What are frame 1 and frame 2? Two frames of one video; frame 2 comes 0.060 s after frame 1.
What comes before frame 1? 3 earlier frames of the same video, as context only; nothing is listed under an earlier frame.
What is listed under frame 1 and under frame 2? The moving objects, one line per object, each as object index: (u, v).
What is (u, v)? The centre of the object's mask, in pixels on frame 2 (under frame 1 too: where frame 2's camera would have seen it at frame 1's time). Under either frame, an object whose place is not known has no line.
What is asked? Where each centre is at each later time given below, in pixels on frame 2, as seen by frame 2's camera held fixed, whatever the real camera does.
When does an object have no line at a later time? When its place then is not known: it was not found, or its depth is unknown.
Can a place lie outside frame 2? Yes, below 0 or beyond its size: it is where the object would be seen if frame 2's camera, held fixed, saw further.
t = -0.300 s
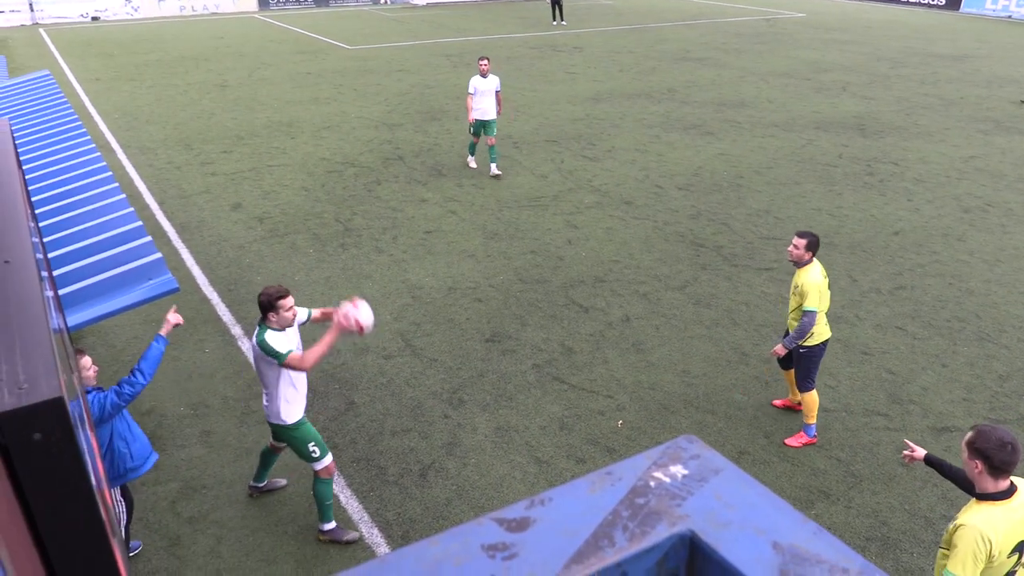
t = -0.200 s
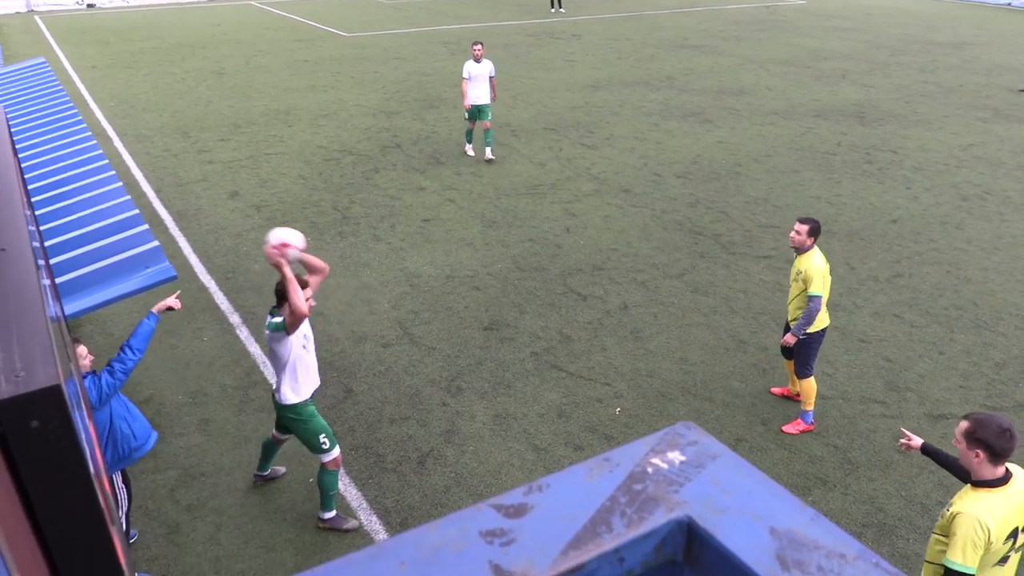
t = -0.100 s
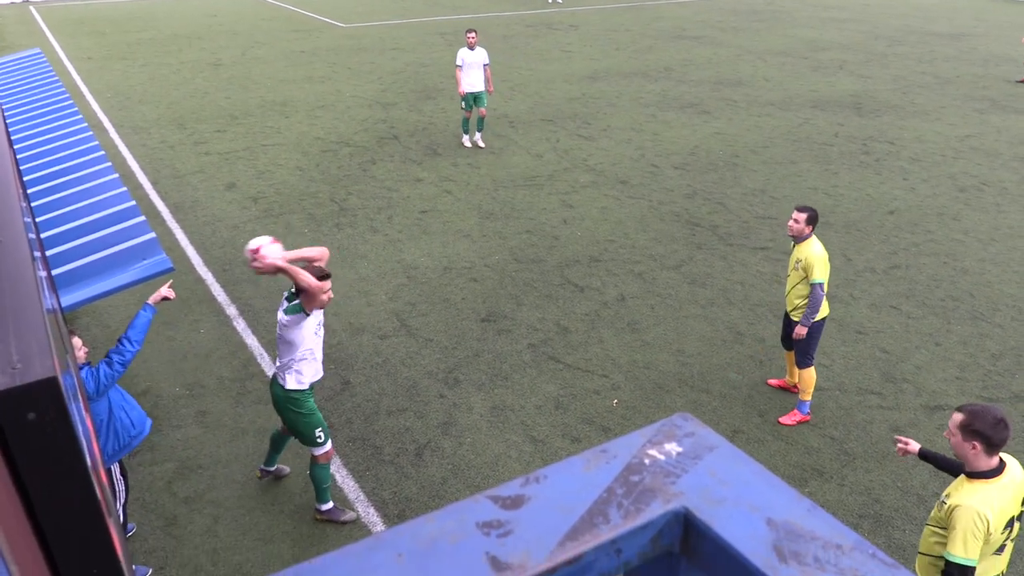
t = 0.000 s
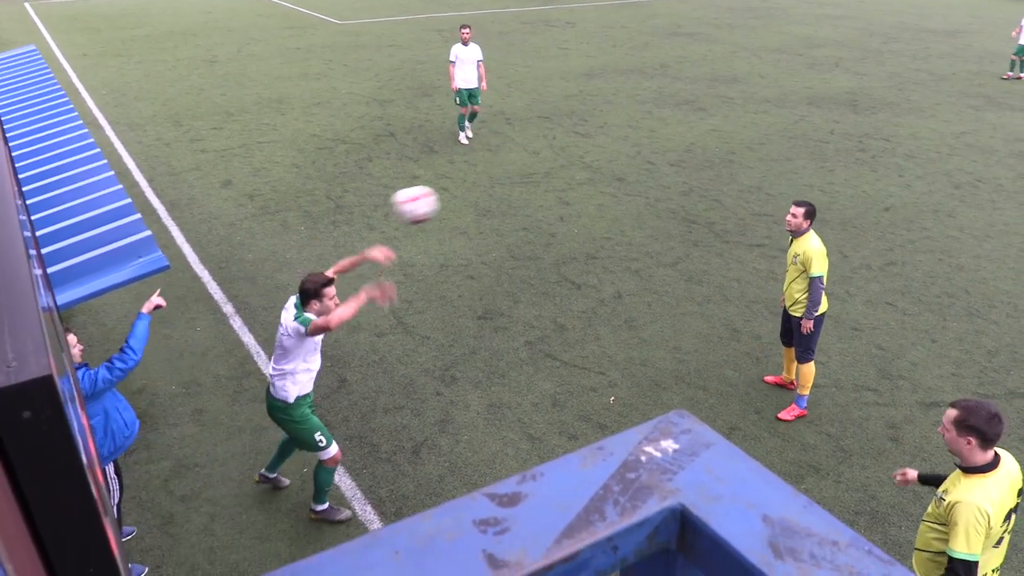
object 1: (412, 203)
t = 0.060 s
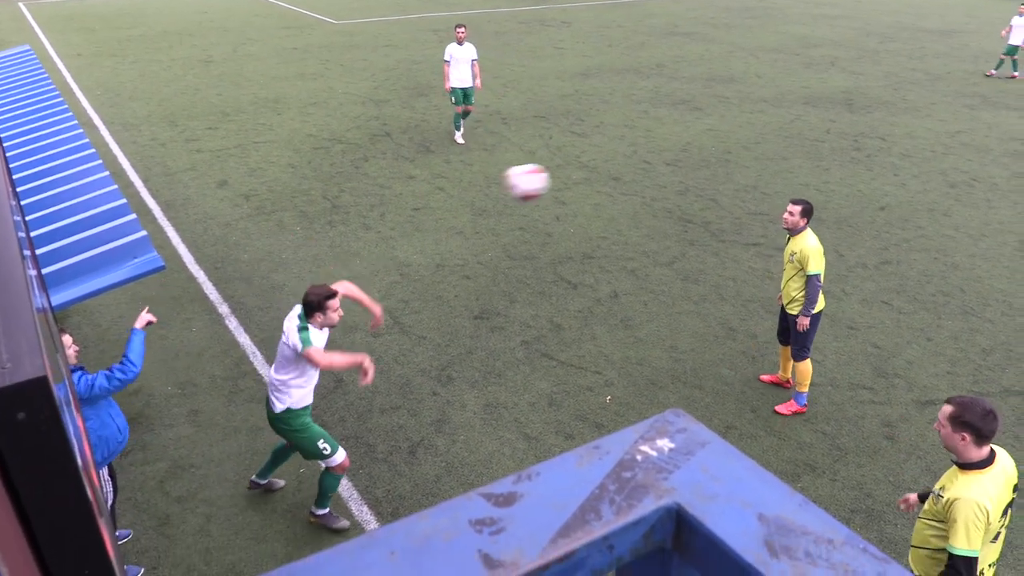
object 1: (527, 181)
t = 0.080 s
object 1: (564, 175)
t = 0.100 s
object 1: (601, 170)
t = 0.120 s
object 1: (638, 166)
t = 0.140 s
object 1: (673, 162)
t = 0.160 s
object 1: (709, 160)
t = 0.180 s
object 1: (744, 159)
